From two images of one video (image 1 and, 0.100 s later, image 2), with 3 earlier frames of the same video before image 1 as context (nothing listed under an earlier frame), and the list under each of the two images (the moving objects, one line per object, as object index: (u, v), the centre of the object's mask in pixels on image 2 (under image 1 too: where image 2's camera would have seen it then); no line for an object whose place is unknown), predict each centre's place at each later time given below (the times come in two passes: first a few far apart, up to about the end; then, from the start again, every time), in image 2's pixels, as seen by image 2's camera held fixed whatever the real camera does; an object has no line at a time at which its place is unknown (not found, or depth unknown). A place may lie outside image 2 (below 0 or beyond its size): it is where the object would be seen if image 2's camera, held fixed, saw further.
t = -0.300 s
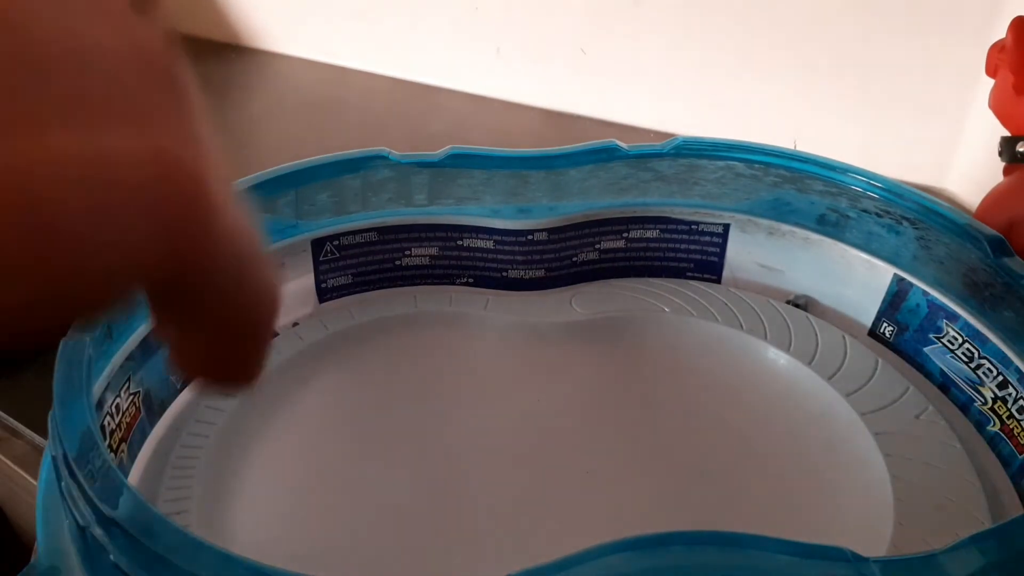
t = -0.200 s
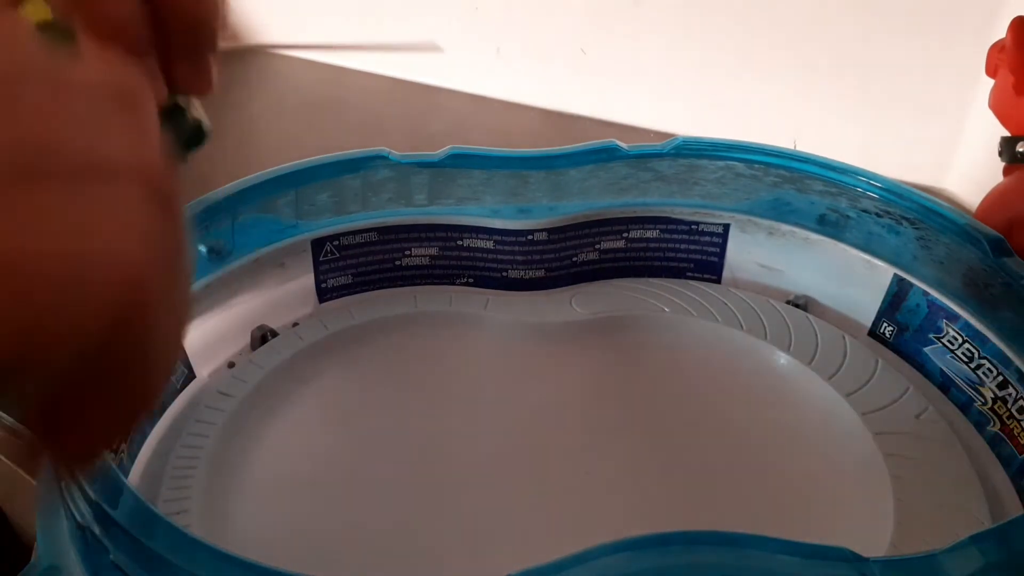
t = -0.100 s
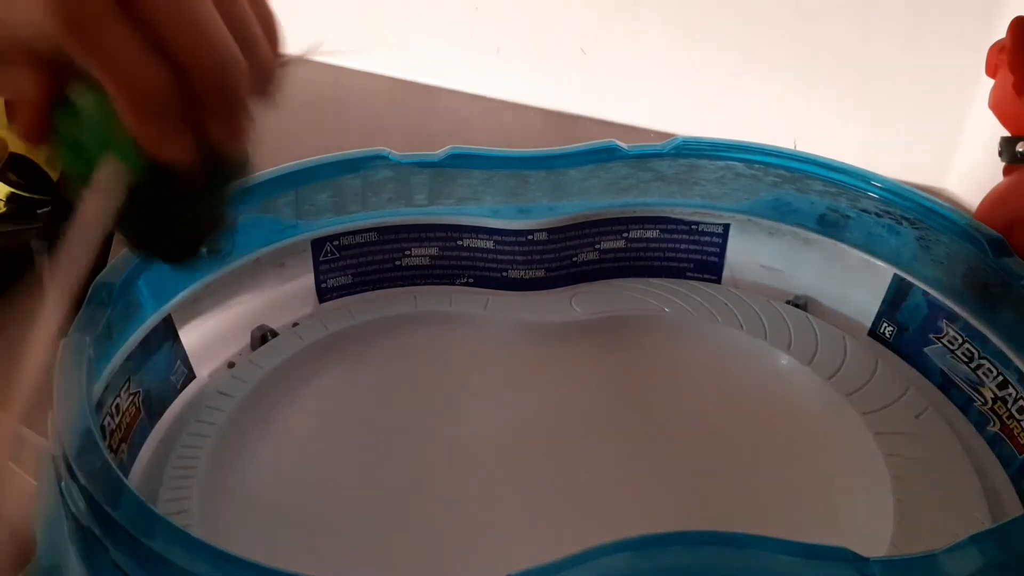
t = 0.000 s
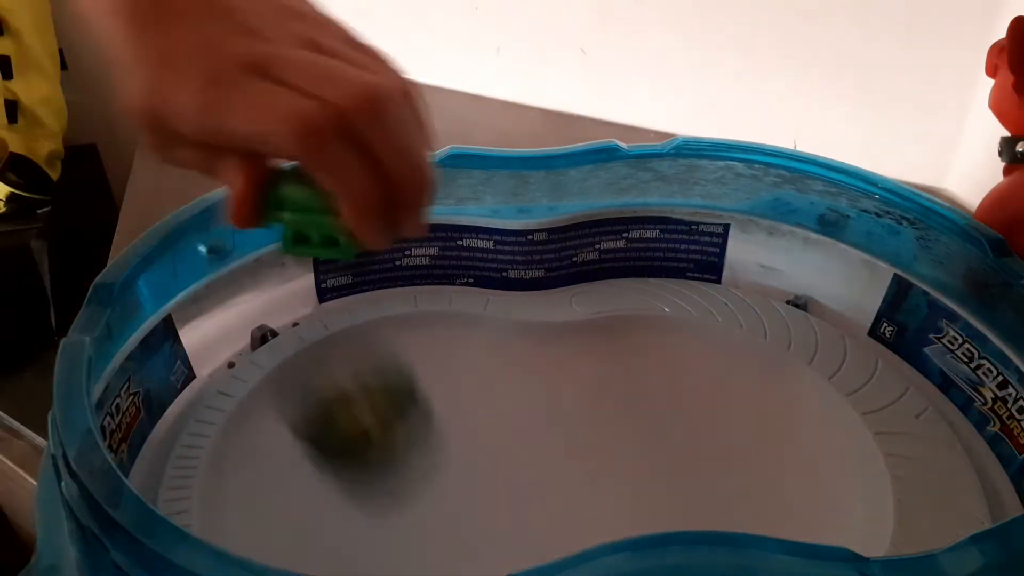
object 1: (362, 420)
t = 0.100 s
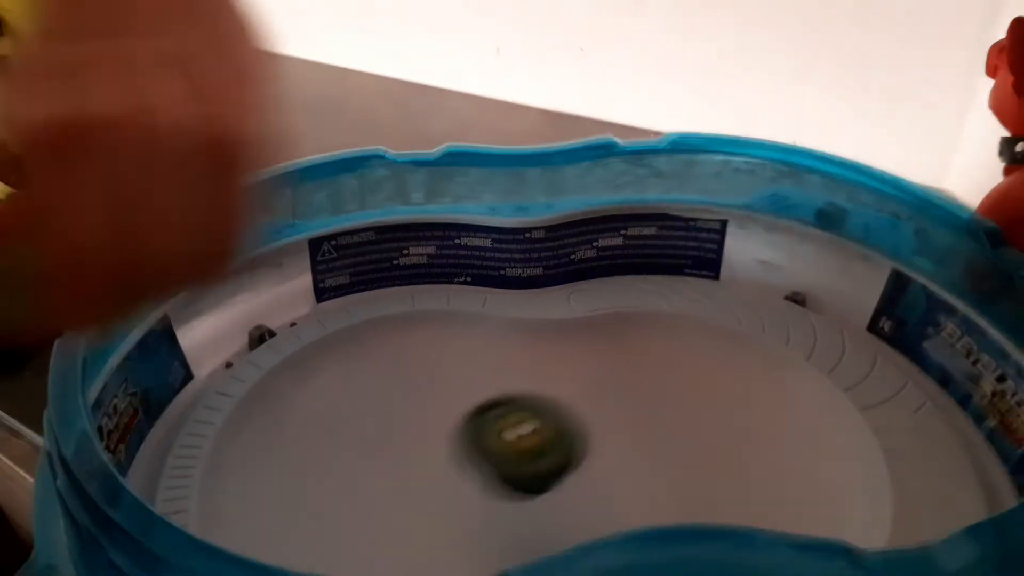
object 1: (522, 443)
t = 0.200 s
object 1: (656, 432)
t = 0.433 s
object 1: (693, 342)
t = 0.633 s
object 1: (498, 381)
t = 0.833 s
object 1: (330, 496)
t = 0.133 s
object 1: (573, 431)
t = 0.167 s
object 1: (619, 437)
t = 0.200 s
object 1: (656, 432)
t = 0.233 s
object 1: (681, 411)
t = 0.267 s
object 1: (702, 407)
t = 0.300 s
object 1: (713, 391)
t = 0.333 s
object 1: (720, 379)
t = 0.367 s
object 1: (717, 364)
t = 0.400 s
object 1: (708, 352)
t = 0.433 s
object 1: (693, 342)
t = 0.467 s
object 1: (671, 337)
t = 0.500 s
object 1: (644, 335)
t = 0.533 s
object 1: (613, 339)
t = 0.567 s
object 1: (579, 349)
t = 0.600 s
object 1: (539, 365)
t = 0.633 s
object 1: (498, 381)
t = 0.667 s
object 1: (456, 396)
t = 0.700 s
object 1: (419, 409)
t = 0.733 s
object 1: (387, 423)
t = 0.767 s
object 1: (361, 443)
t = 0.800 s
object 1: (341, 467)
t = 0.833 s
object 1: (330, 496)
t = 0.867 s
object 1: (330, 522)
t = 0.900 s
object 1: (345, 539)
